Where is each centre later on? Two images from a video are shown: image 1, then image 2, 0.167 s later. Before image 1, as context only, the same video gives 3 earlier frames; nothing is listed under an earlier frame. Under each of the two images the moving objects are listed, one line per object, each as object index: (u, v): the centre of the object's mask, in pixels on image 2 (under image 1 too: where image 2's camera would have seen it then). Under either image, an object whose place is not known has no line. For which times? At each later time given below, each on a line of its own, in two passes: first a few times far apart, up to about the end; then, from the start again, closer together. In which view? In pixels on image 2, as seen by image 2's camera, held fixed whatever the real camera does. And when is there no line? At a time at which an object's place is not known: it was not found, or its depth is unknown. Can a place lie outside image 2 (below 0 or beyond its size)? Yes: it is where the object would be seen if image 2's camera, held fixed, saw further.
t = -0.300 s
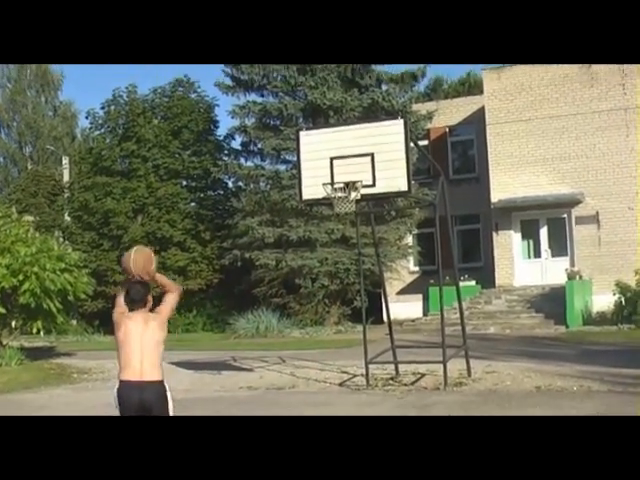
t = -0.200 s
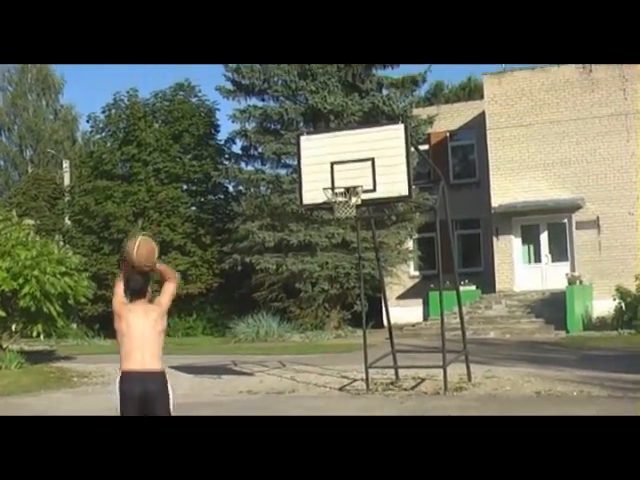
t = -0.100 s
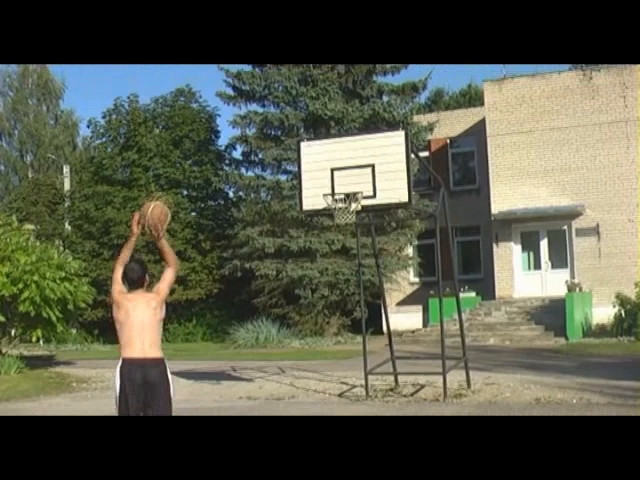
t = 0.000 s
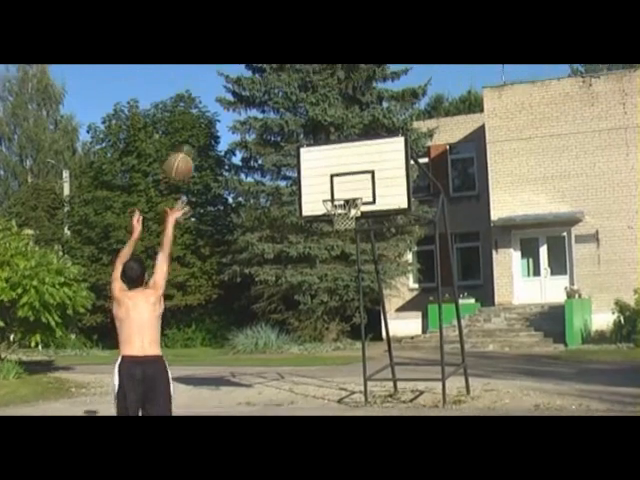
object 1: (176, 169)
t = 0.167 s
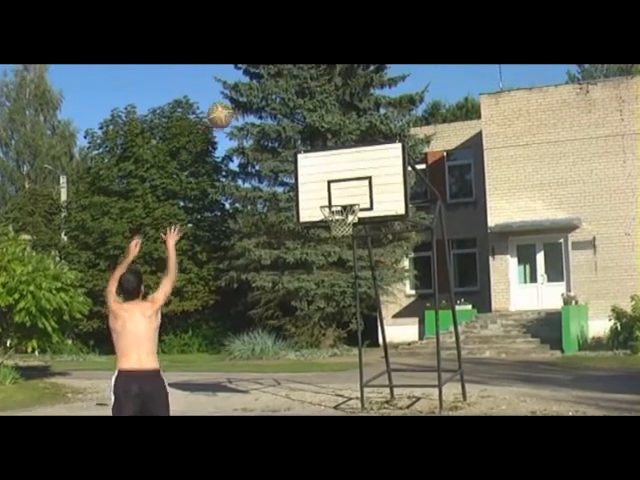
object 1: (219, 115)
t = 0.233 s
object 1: (232, 105)
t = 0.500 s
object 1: (284, 107)
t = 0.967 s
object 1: (350, 227)
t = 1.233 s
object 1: (353, 257)
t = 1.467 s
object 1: (360, 326)
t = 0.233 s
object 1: (232, 105)
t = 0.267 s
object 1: (241, 100)
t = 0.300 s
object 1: (246, 98)
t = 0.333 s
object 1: (254, 98)
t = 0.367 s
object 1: (260, 98)
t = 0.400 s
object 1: (264, 98)
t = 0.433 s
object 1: (272, 101)
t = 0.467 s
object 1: (278, 103)
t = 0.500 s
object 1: (284, 107)
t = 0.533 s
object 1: (290, 113)
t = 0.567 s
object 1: (296, 119)
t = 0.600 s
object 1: (300, 124)
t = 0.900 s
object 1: (348, 218)
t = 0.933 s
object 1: (349, 226)
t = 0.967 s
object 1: (350, 227)
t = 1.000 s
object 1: (349, 230)
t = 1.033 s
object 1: (350, 231)
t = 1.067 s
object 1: (351, 234)
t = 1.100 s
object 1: (351, 238)
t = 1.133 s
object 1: (352, 241)
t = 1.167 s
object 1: (352, 246)
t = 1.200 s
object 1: (353, 251)
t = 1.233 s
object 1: (353, 257)
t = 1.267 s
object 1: (355, 266)
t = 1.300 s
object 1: (355, 274)
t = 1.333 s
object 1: (357, 283)
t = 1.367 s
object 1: (357, 294)
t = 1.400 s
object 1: (359, 304)
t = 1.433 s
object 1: (359, 315)
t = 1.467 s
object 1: (360, 326)
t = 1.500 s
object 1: (362, 338)
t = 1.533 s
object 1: (362, 354)
